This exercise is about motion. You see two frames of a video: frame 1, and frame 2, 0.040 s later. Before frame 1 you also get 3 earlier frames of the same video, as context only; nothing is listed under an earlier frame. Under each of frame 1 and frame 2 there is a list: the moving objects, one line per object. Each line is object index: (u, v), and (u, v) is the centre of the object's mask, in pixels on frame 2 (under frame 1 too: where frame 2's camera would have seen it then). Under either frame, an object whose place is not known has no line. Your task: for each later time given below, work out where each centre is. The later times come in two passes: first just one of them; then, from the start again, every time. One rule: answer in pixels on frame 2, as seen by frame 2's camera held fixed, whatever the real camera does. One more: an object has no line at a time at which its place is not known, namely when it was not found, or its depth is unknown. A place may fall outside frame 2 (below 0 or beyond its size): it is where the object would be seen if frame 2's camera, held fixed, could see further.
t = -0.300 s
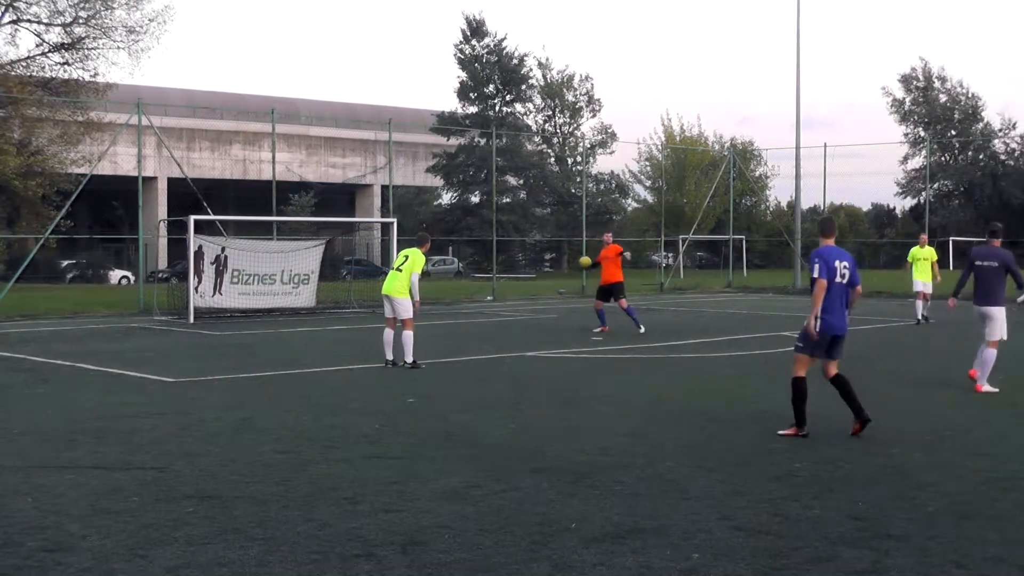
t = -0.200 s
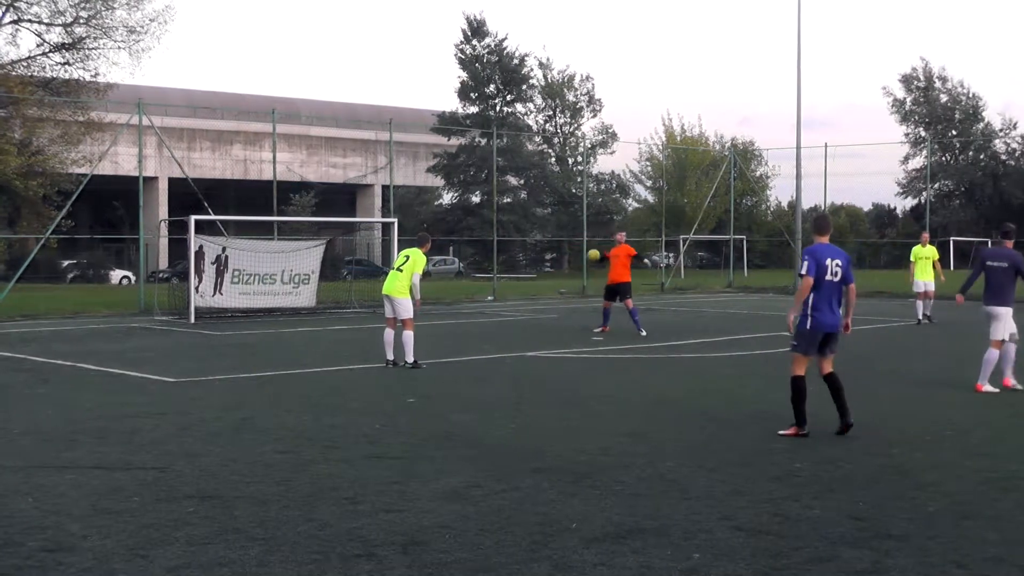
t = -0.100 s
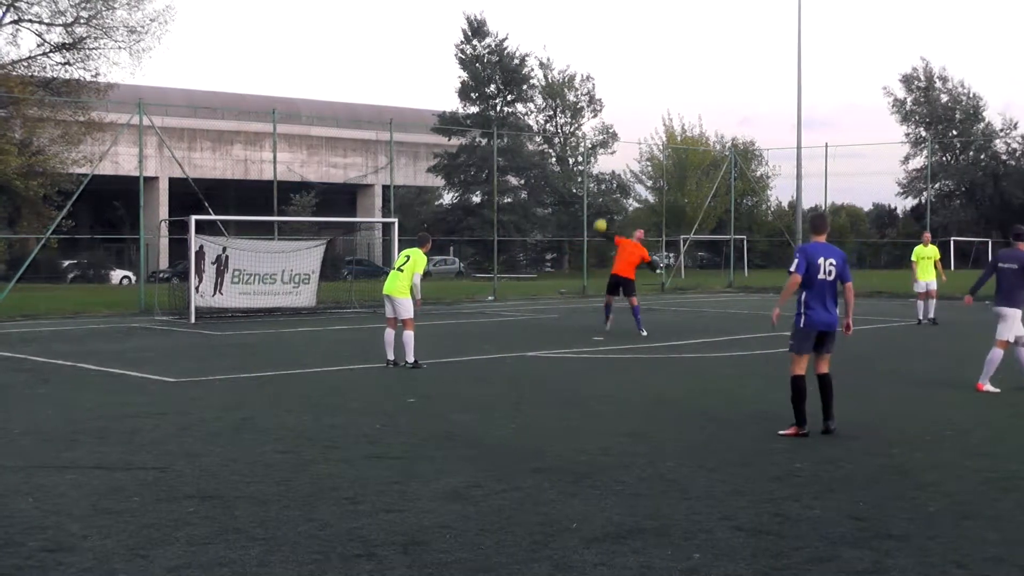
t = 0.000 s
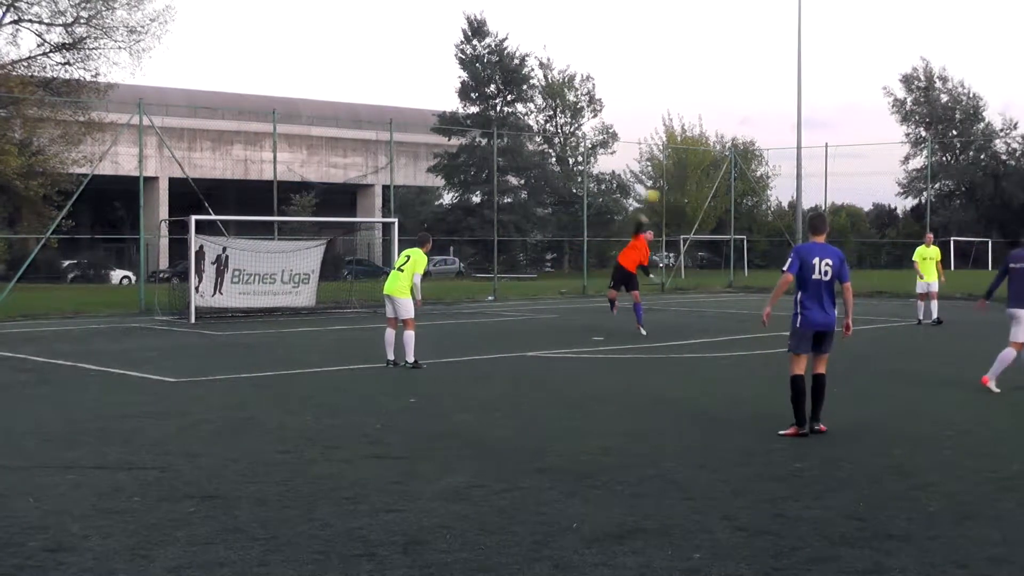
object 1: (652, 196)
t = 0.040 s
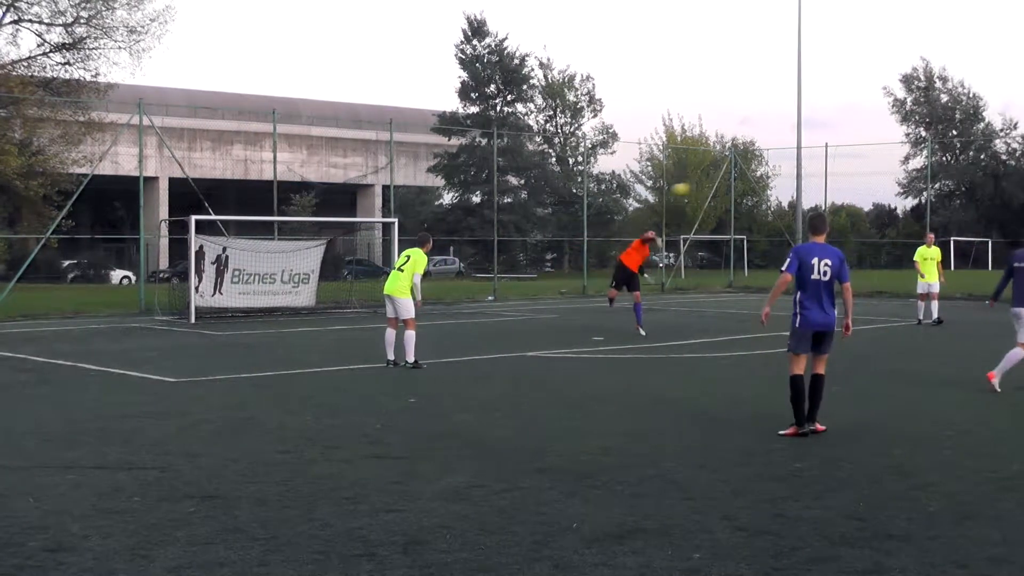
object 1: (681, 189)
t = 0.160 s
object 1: (774, 173)
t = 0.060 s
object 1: (695, 186)
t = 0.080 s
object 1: (711, 183)
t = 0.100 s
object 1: (727, 180)
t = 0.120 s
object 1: (742, 177)
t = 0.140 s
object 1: (759, 175)
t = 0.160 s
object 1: (774, 173)
